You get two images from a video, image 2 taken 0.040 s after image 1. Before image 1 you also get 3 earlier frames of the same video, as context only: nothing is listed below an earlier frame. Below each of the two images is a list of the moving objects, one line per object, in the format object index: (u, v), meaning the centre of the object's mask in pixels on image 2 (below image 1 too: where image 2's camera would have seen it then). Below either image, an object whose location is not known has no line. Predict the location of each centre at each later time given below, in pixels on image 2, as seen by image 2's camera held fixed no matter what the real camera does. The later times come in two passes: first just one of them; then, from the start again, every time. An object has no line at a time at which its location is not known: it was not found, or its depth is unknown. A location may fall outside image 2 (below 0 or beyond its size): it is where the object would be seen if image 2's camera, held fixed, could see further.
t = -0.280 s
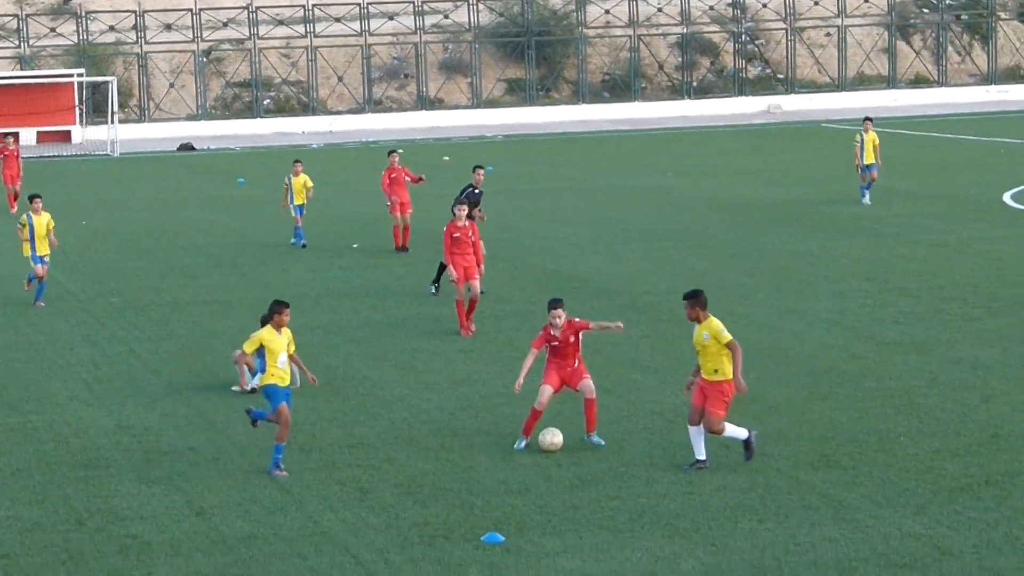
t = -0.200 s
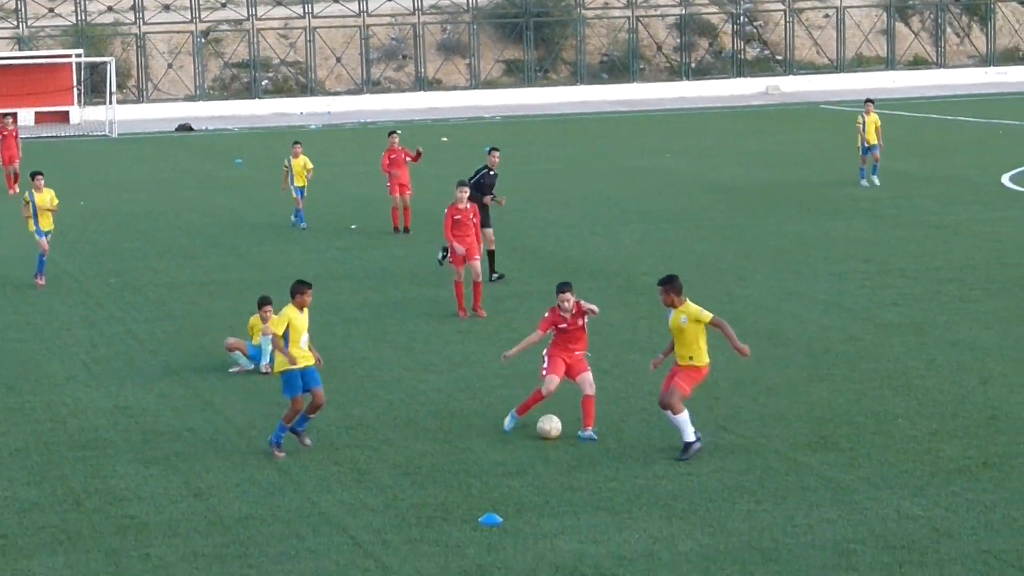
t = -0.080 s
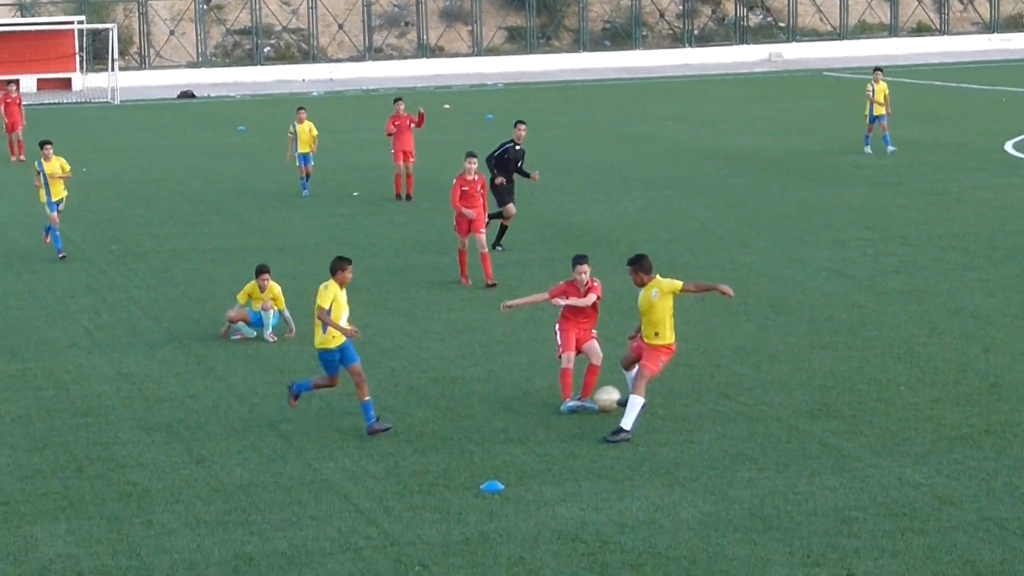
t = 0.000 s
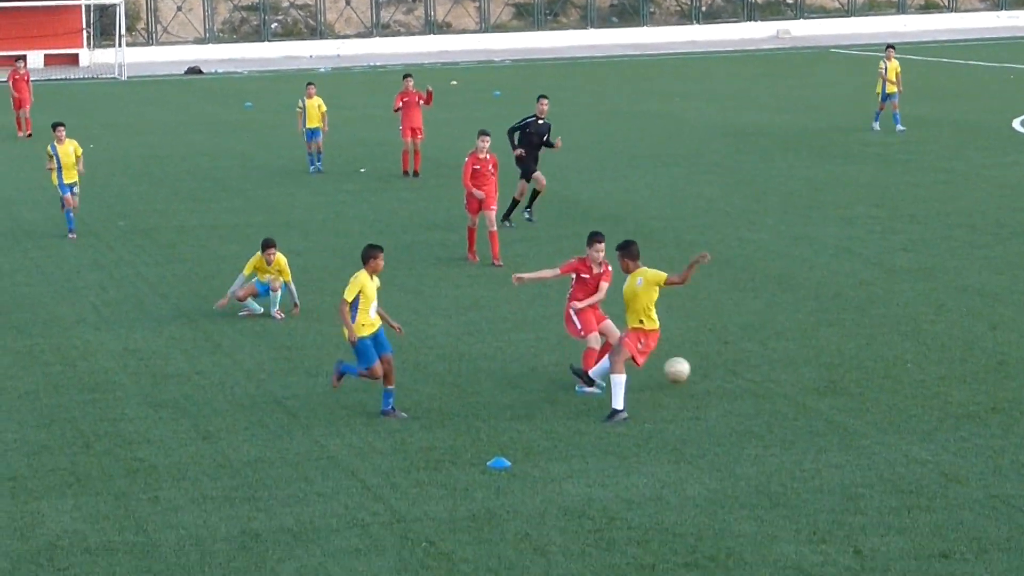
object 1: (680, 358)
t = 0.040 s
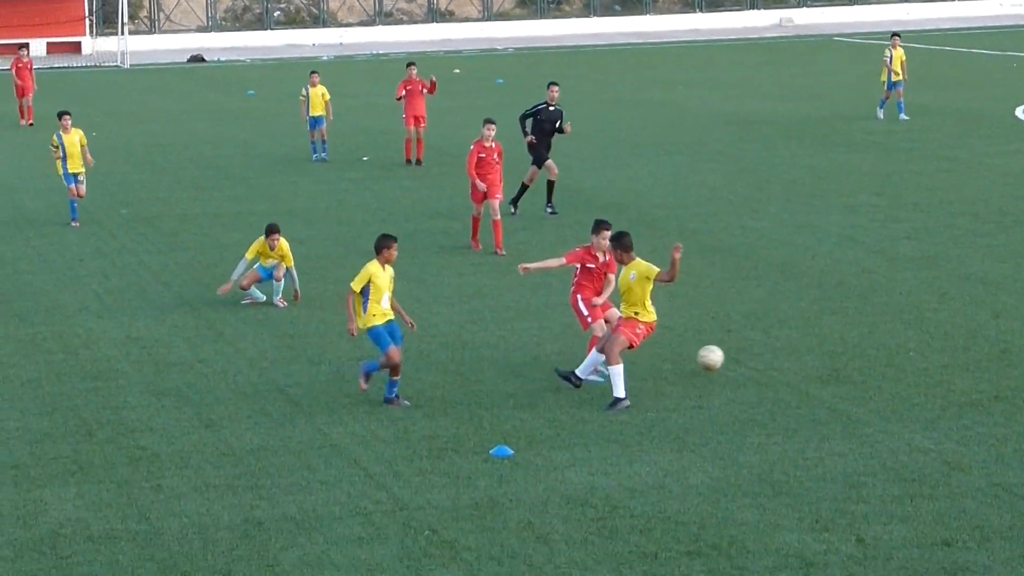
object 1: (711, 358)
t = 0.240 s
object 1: (847, 358)
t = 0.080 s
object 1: (741, 359)
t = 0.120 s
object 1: (771, 363)
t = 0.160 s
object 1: (798, 362)
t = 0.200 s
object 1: (822, 359)
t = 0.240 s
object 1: (847, 358)
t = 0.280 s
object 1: (872, 359)
